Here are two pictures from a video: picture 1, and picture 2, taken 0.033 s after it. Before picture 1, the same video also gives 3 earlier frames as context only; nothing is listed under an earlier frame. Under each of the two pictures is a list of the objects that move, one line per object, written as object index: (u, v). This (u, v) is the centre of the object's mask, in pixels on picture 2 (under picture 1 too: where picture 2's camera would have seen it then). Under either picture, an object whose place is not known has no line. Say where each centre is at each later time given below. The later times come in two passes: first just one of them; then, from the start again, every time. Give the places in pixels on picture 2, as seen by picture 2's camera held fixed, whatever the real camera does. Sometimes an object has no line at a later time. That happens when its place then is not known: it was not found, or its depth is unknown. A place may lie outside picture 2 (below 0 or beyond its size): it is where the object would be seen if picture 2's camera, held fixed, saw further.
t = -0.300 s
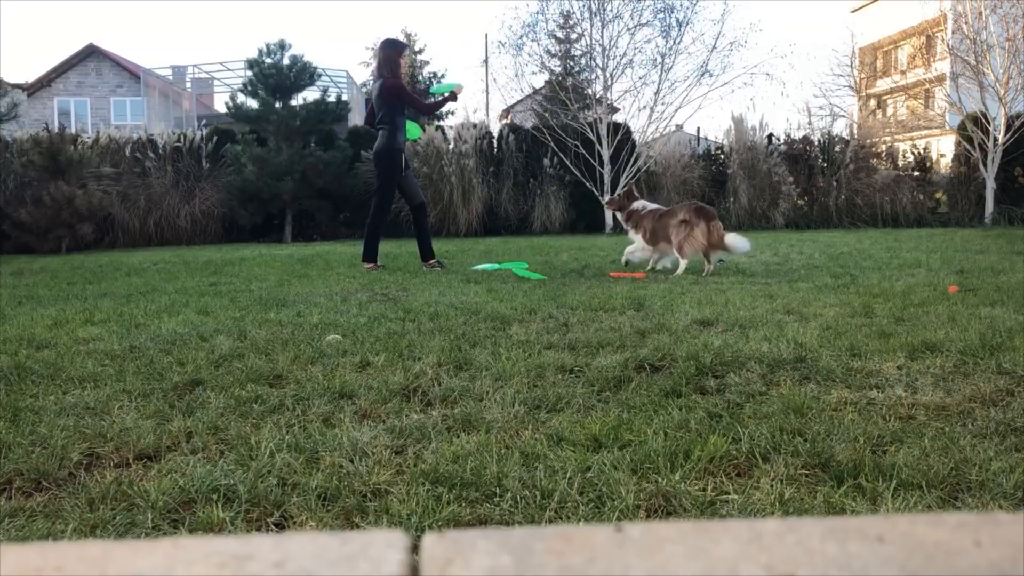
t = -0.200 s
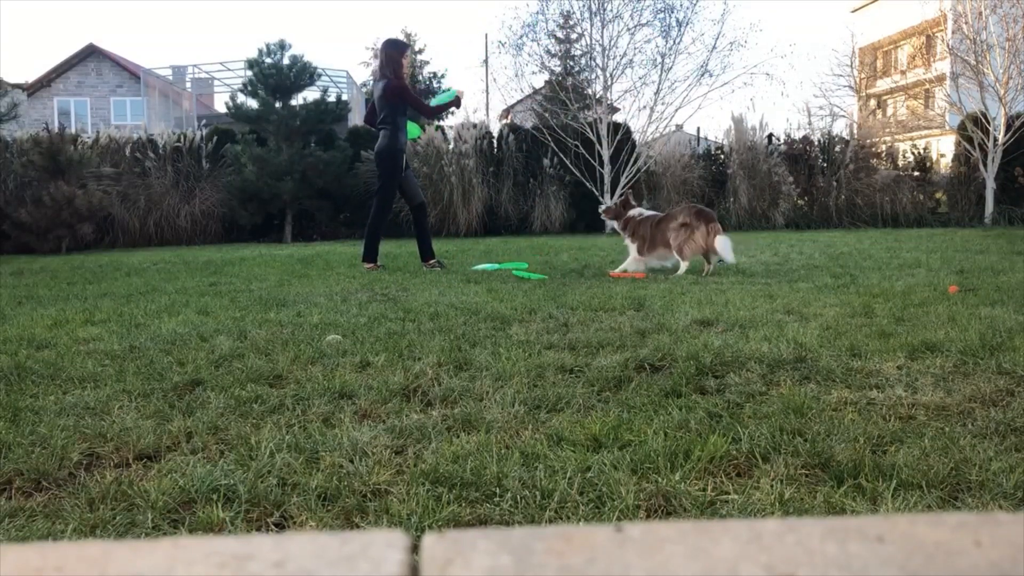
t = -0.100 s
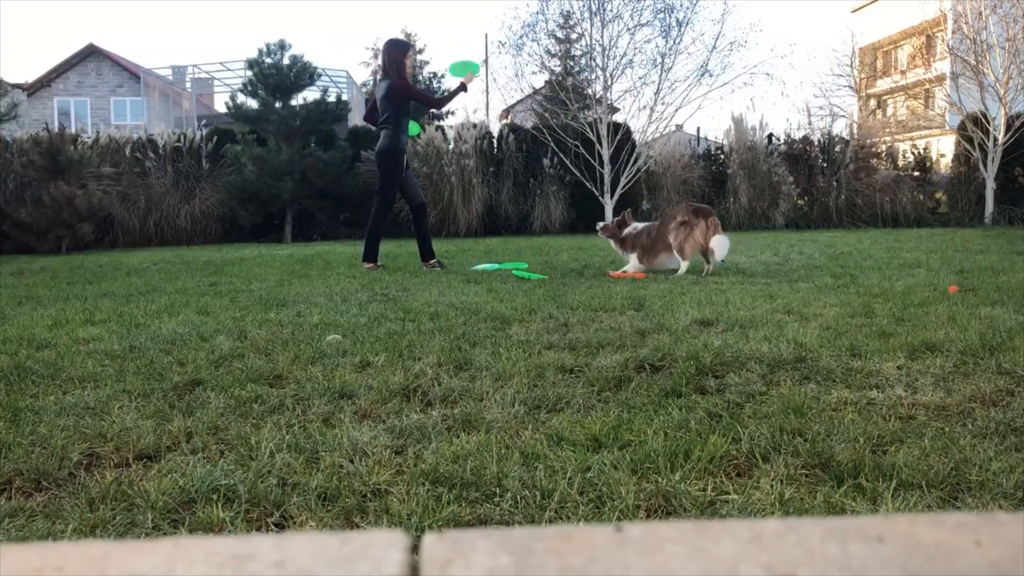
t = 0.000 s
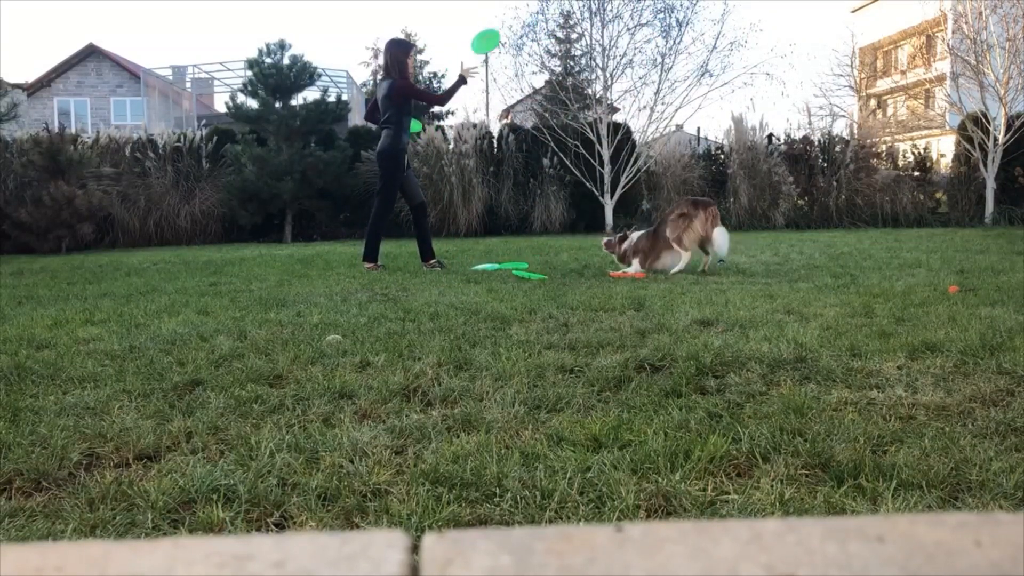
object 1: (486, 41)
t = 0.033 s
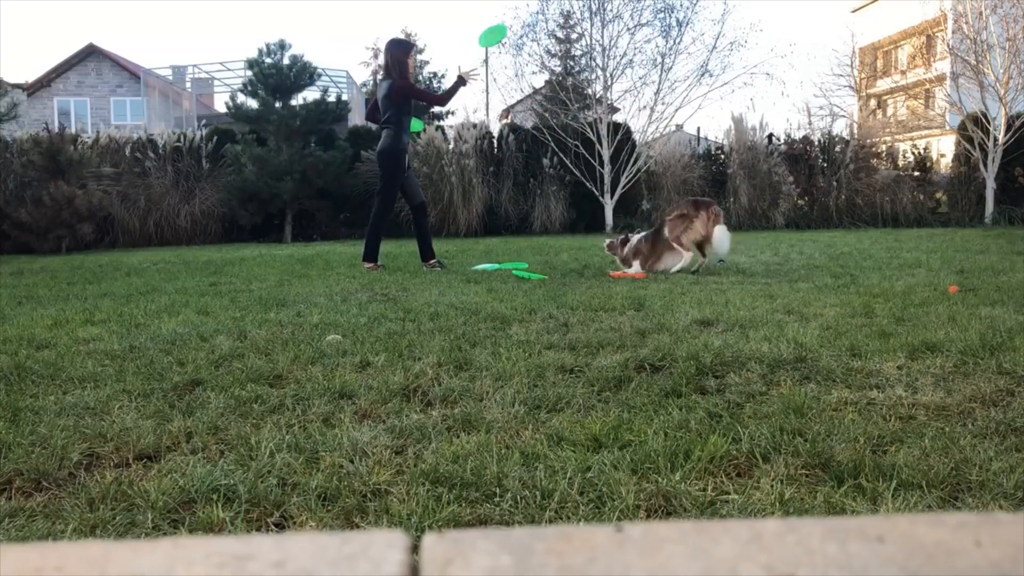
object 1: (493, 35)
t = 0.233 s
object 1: (534, 32)
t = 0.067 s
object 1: (499, 32)
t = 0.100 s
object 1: (506, 29)
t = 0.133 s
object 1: (513, 28)
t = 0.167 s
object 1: (521, 28)
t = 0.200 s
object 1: (527, 30)
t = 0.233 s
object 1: (534, 32)
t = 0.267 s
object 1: (541, 37)
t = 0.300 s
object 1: (548, 43)
